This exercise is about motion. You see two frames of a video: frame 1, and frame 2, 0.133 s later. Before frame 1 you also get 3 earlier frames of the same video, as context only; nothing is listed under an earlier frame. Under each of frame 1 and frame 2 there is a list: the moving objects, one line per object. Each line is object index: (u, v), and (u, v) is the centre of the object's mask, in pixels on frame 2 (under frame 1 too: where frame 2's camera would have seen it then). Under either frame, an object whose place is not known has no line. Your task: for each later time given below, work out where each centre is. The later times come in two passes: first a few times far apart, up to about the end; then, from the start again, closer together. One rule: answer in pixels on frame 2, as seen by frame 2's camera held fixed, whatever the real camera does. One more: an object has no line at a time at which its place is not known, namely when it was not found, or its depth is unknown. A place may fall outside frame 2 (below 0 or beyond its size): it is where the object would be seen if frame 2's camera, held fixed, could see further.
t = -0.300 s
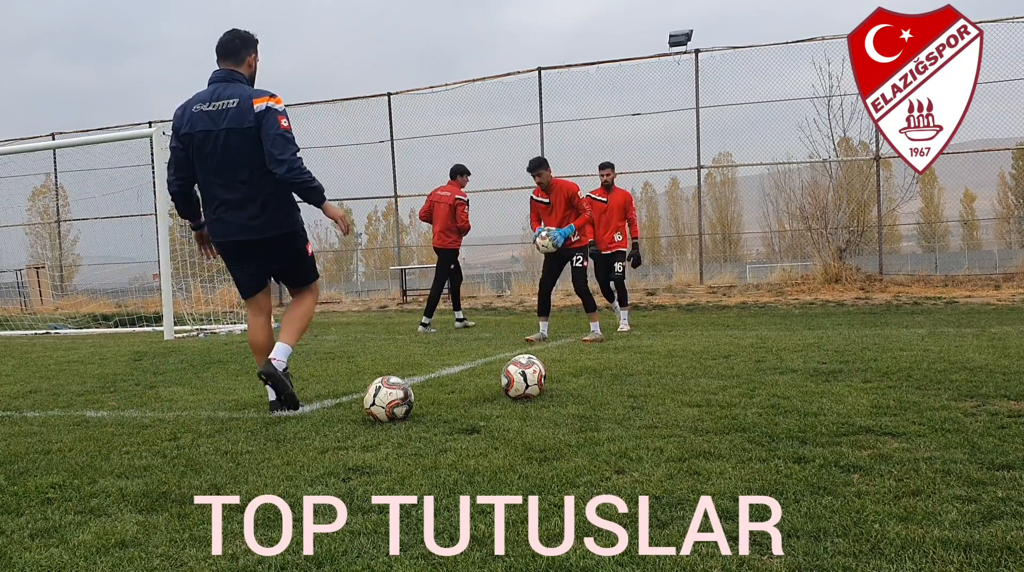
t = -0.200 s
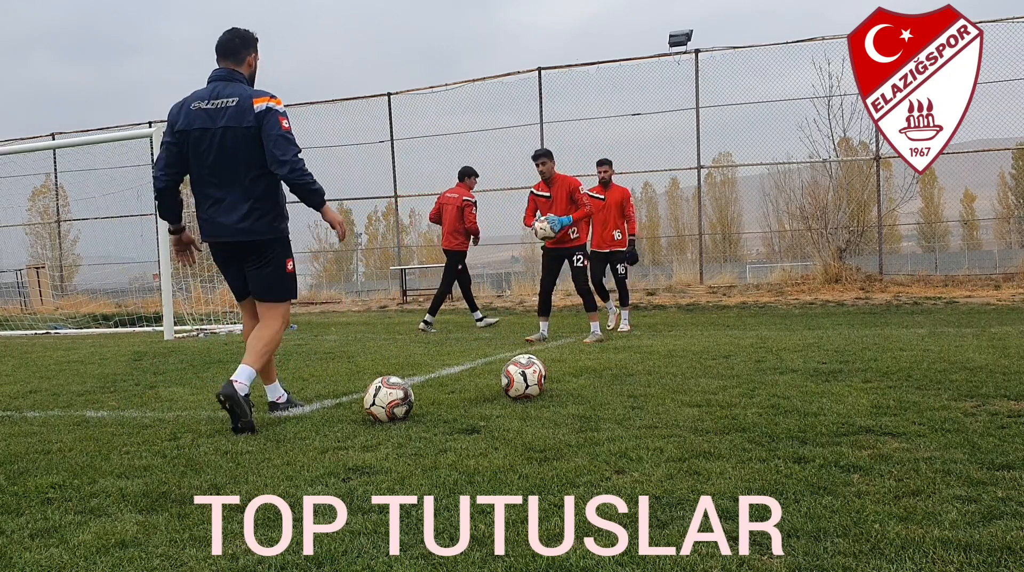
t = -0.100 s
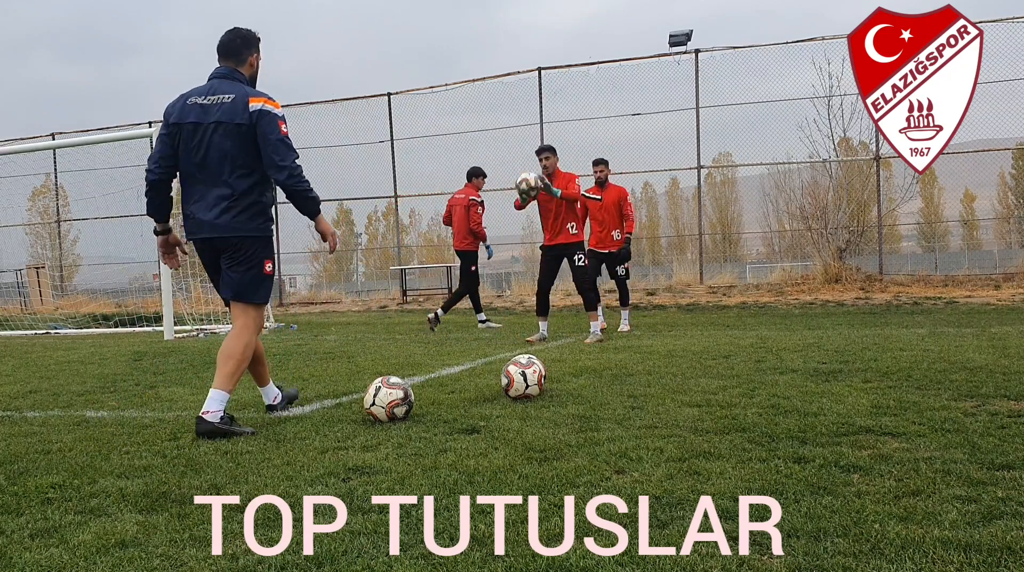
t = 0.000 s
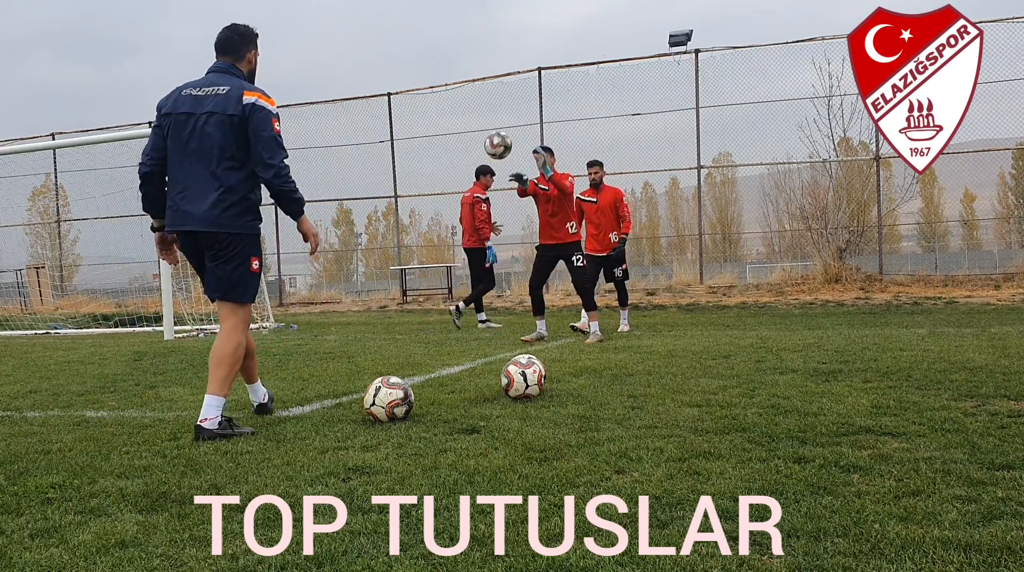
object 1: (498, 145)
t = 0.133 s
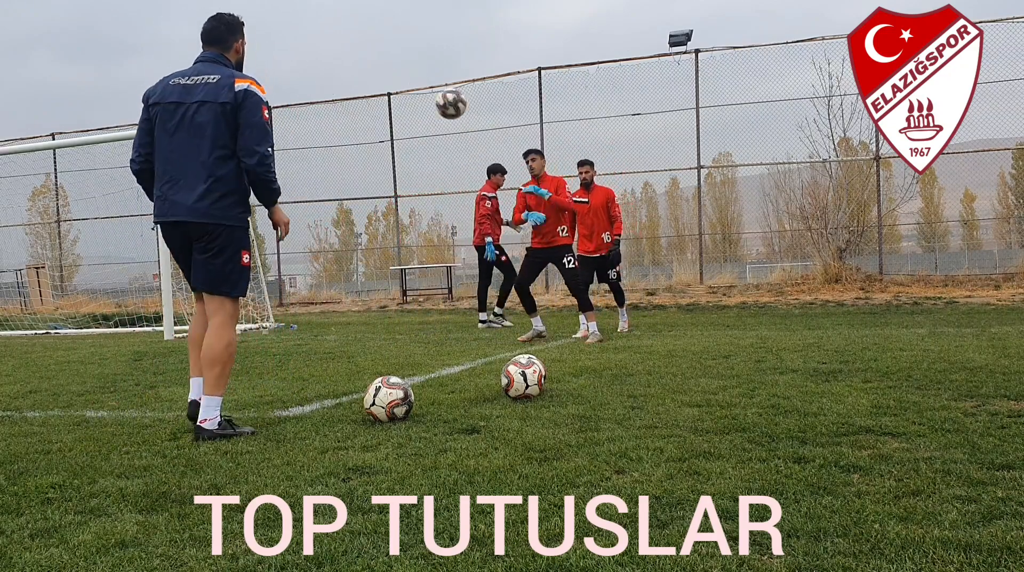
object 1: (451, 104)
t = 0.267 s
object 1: (395, 80)
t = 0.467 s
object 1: (289, 96)
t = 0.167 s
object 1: (438, 96)
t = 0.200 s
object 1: (424, 90)
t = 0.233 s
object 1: (410, 84)
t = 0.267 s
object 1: (395, 80)
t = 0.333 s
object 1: (363, 78)
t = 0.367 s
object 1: (346, 79)
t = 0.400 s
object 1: (328, 82)
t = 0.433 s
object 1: (309, 88)
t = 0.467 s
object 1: (289, 96)
